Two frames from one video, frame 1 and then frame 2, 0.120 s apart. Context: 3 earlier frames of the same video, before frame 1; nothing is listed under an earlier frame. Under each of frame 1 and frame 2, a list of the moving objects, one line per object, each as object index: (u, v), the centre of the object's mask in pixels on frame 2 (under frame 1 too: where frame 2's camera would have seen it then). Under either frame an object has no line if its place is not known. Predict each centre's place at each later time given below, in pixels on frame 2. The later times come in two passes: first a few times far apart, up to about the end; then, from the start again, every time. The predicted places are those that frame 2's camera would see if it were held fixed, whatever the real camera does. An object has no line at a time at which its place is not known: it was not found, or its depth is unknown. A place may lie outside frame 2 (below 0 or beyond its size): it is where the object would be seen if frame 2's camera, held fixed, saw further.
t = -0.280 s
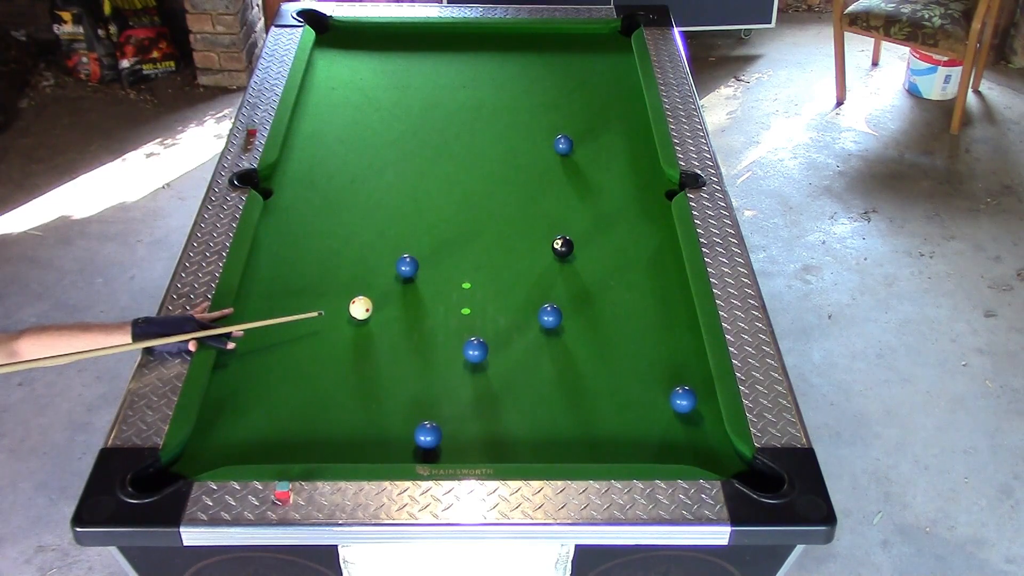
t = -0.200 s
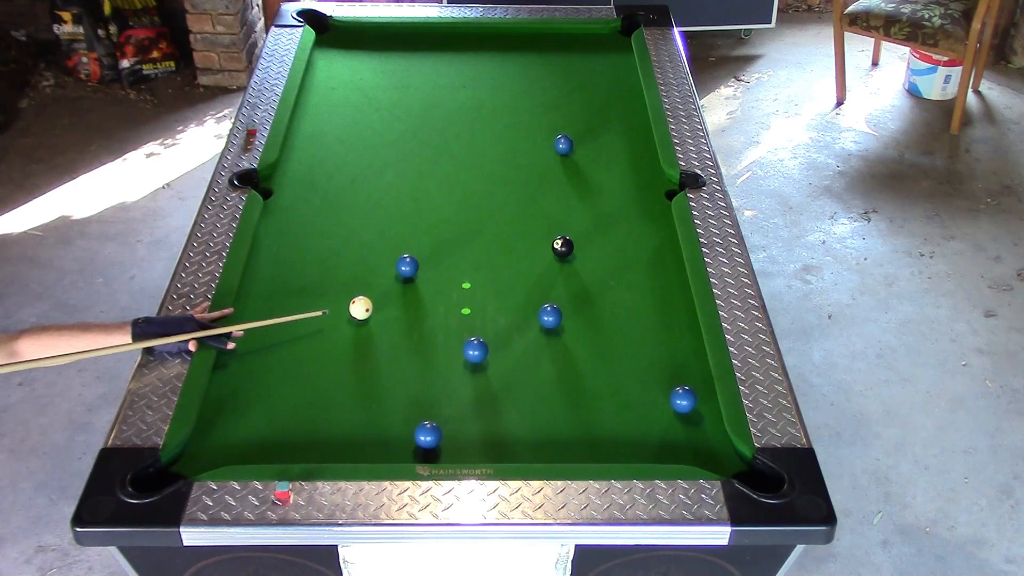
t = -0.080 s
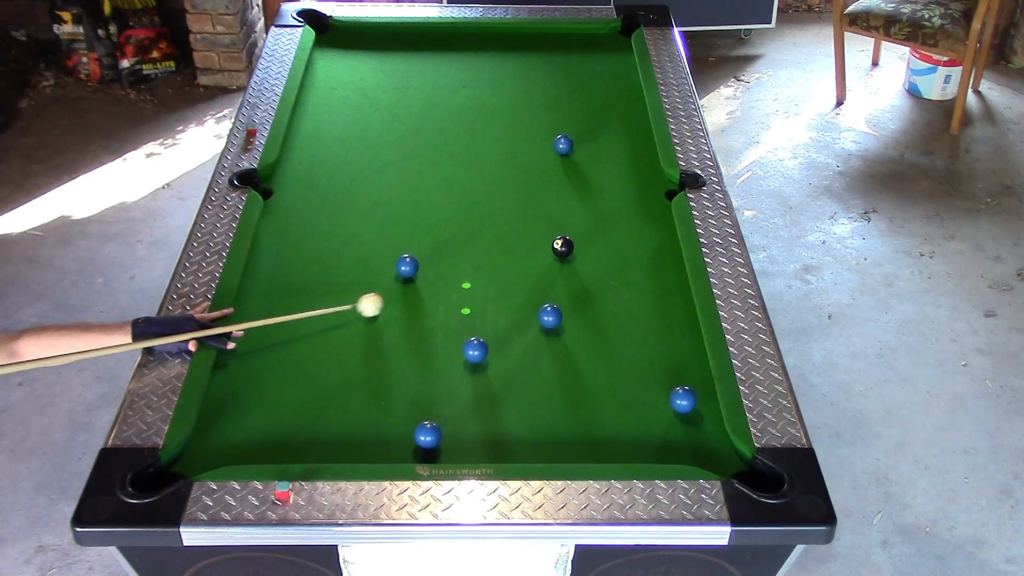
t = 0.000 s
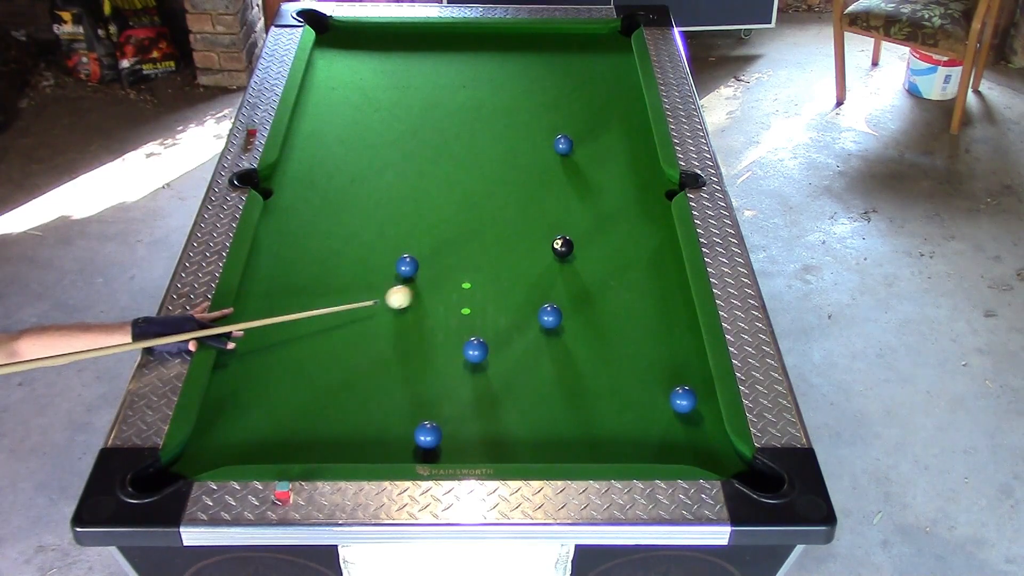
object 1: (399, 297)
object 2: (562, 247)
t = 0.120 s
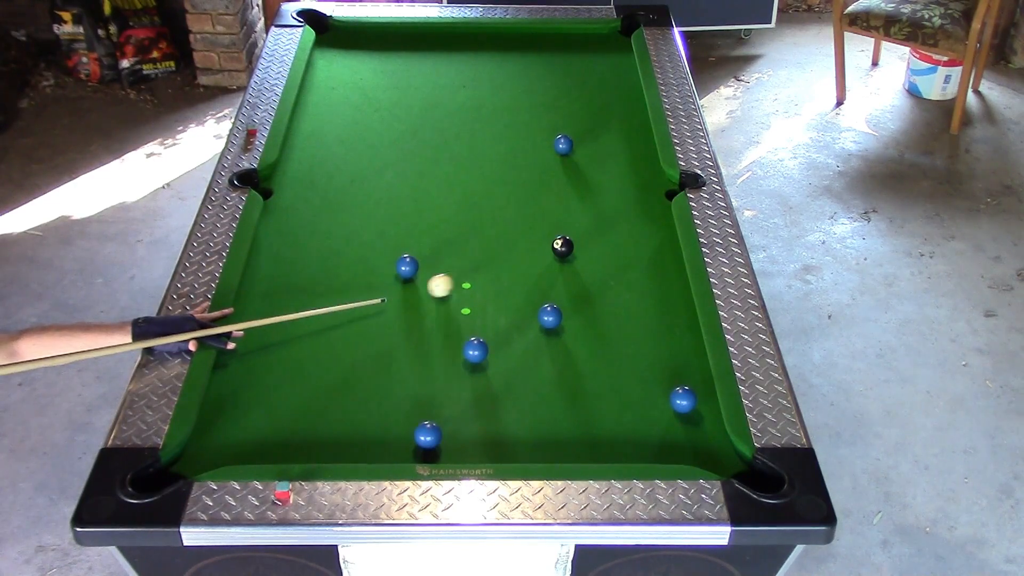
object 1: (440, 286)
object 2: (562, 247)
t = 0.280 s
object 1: (492, 271)
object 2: (563, 247)
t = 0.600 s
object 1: (559, 259)
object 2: (583, 237)
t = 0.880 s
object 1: (582, 264)
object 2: (614, 220)
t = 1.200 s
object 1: (605, 268)
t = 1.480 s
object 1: (620, 271)
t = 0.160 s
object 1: (453, 282)
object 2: (563, 247)
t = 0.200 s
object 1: (466, 278)
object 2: (562, 247)
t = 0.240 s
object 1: (480, 275)
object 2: (563, 247)
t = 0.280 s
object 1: (492, 271)
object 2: (563, 247)
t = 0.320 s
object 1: (505, 267)
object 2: (563, 247)
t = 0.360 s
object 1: (517, 264)
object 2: (562, 247)
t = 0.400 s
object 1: (529, 261)
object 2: (563, 247)
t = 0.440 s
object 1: (541, 257)
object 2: (563, 247)
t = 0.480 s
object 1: (548, 257)
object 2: (566, 245)
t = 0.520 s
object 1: (551, 258)
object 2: (573, 241)
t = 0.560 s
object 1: (555, 259)
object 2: (578, 239)
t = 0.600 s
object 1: (559, 259)
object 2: (583, 237)
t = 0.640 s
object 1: (562, 260)
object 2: (587, 234)
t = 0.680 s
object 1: (566, 261)
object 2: (592, 232)
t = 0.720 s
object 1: (569, 261)
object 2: (597, 229)
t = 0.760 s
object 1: (573, 262)
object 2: (601, 227)
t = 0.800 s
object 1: (576, 263)
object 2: (606, 224)
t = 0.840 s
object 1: (579, 263)
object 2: (610, 222)
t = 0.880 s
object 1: (582, 264)
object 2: (614, 220)
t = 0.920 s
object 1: (586, 265)
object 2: (619, 218)
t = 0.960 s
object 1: (588, 265)
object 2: (623, 216)
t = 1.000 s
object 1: (591, 266)
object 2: (627, 214)
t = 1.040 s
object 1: (594, 266)
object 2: (631, 212)
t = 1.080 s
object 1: (597, 267)
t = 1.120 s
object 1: (600, 267)
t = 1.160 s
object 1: (602, 268)
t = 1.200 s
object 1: (605, 268)
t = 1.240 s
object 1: (607, 269)
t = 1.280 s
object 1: (609, 269)
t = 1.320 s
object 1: (612, 270)
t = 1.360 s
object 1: (614, 270)
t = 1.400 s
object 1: (616, 271)
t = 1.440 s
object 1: (618, 271)
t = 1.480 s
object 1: (620, 271)
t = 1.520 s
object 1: (622, 271)
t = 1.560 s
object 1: (623, 272)
